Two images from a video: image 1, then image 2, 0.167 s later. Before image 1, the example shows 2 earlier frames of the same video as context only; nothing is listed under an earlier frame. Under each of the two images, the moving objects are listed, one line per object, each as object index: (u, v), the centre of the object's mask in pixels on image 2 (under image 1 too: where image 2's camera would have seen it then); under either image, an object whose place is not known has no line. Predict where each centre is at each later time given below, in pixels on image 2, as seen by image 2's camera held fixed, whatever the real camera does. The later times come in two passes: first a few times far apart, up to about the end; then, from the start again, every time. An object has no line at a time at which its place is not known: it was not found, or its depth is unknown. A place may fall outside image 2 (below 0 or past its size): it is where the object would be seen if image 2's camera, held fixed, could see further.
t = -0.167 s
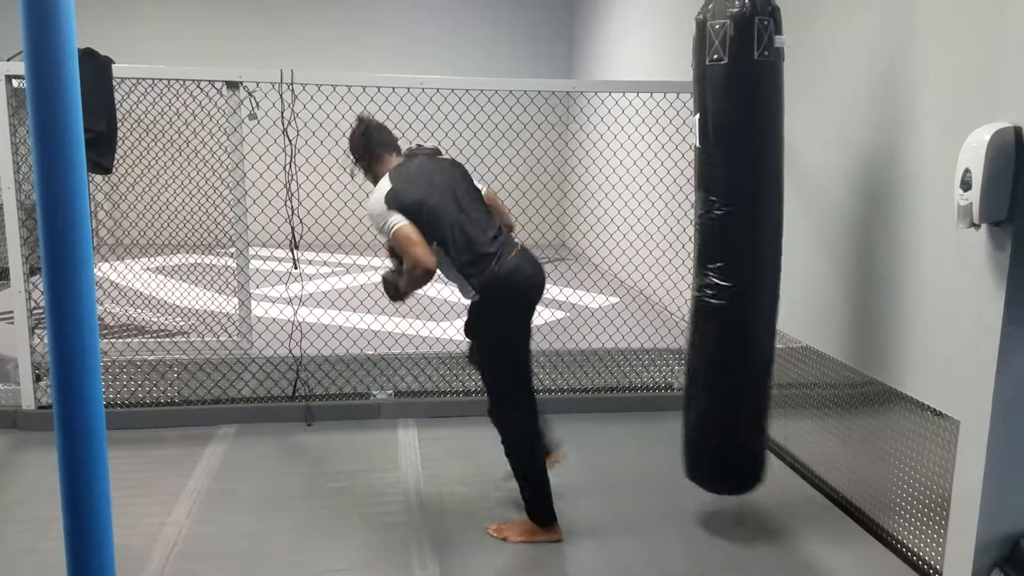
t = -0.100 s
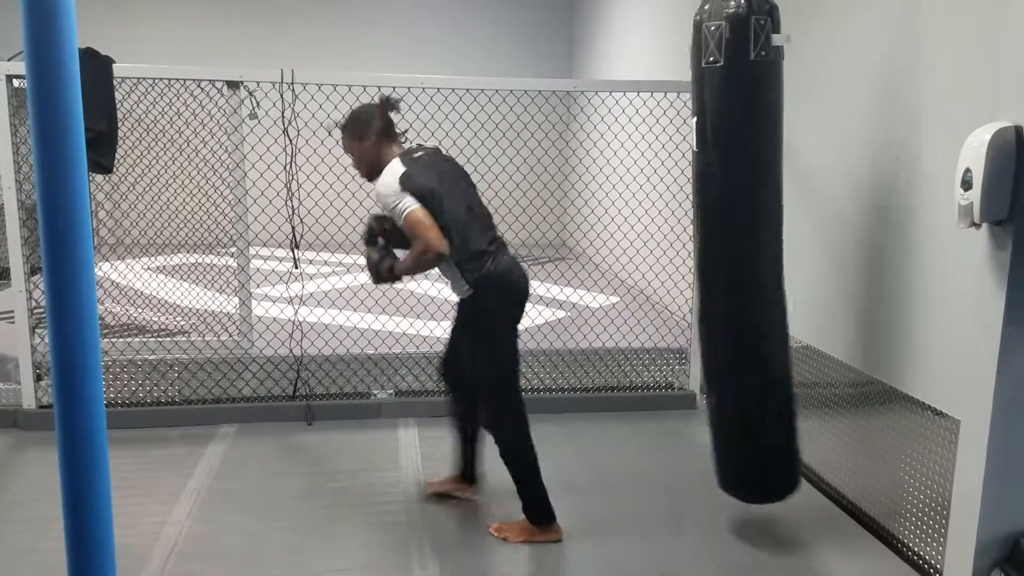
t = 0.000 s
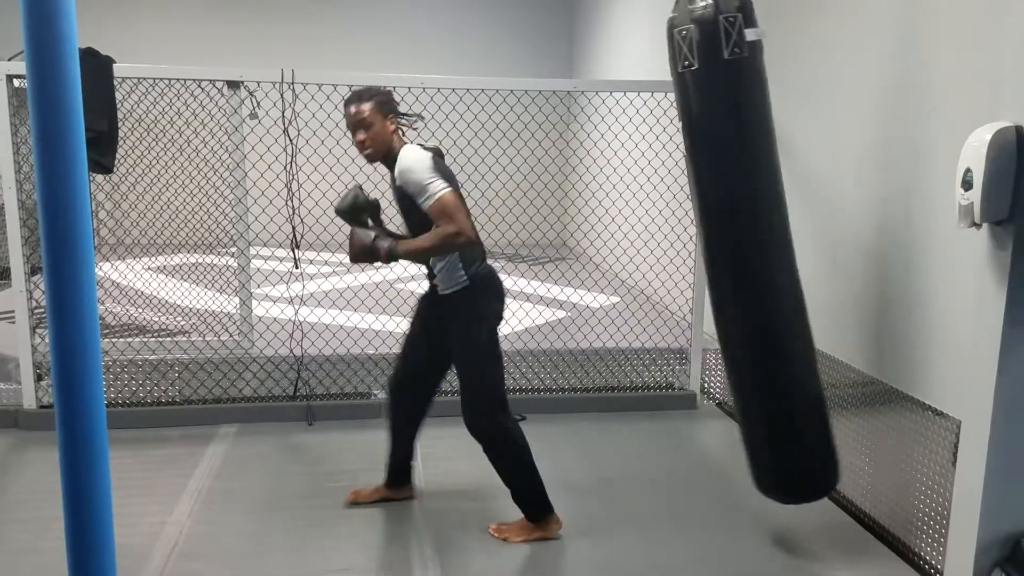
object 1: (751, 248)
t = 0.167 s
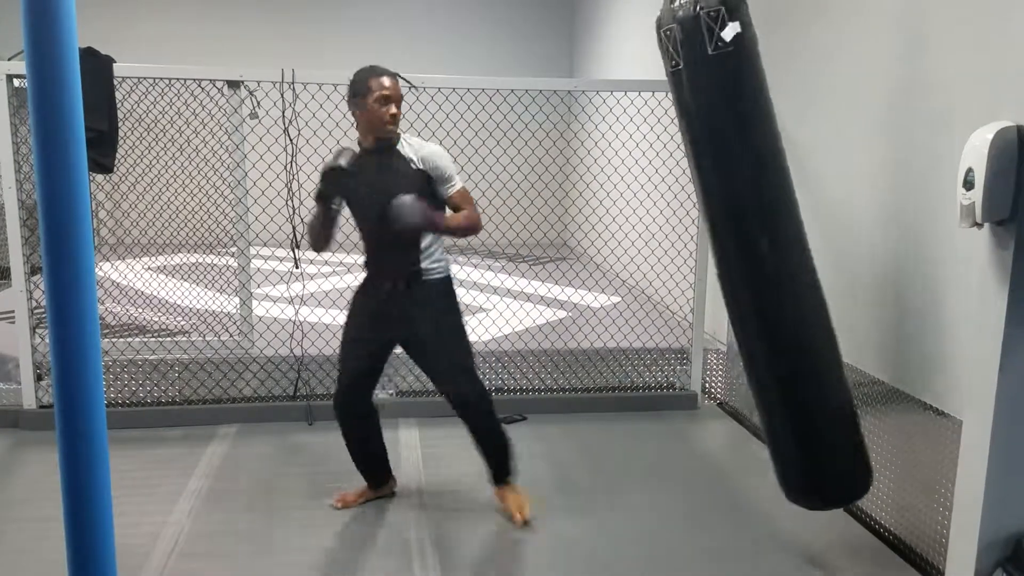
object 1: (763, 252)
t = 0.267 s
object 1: (770, 260)
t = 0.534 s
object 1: (763, 262)
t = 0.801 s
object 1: (709, 260)
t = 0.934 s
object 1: (678, 256)
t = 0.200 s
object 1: (766, 255)
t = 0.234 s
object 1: (767, 257)
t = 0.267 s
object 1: (770, 260)
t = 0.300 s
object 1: (771, 262)
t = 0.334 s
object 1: (772, 263)
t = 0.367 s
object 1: (772, 263)
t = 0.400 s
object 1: (772, 262)
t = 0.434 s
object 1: (771, 262)
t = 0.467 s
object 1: (769, 261)
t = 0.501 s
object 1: (766, 261)
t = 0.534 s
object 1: (763, 262)
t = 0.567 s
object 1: (758, 263)
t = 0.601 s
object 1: (754, 264)
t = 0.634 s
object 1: (747, 265)
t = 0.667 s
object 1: (741, 266)
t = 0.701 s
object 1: (733, 265)
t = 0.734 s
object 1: (725, 263)
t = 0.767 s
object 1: (717, 262)
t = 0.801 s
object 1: (709, 260)
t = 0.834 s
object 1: (701, 259)
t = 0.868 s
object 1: (693, 257)
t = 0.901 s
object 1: (686, 257)
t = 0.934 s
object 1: (678, 256)
